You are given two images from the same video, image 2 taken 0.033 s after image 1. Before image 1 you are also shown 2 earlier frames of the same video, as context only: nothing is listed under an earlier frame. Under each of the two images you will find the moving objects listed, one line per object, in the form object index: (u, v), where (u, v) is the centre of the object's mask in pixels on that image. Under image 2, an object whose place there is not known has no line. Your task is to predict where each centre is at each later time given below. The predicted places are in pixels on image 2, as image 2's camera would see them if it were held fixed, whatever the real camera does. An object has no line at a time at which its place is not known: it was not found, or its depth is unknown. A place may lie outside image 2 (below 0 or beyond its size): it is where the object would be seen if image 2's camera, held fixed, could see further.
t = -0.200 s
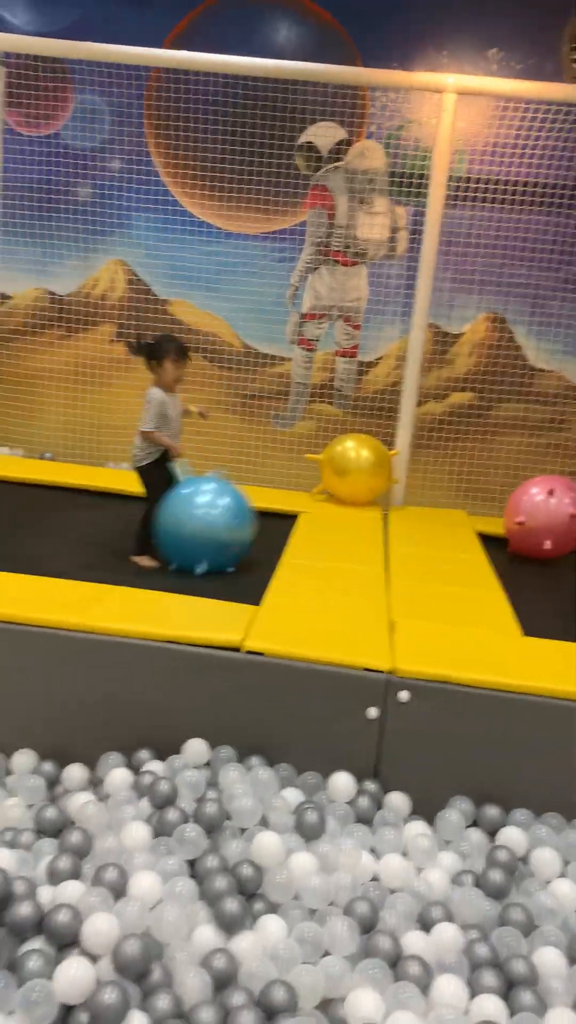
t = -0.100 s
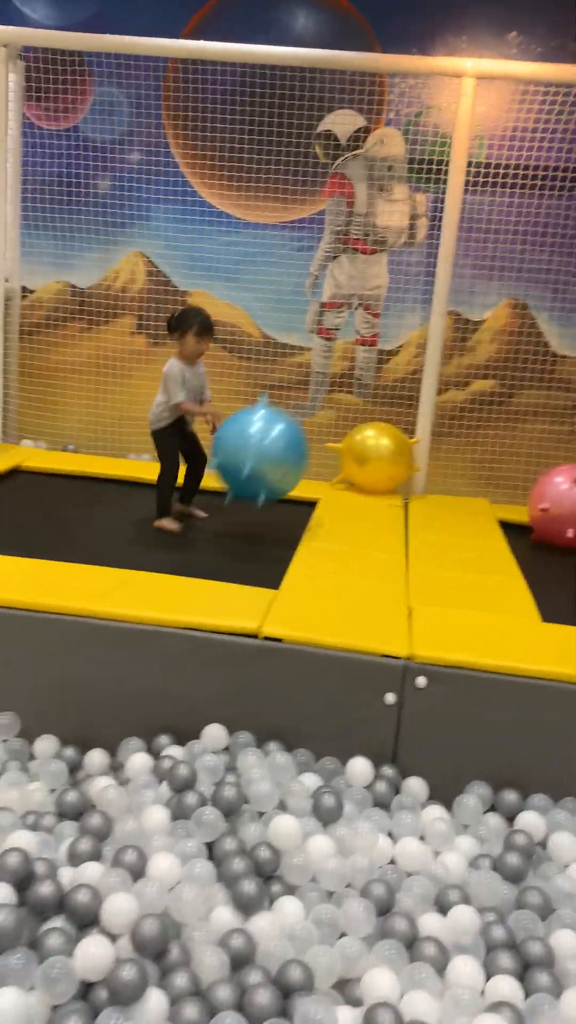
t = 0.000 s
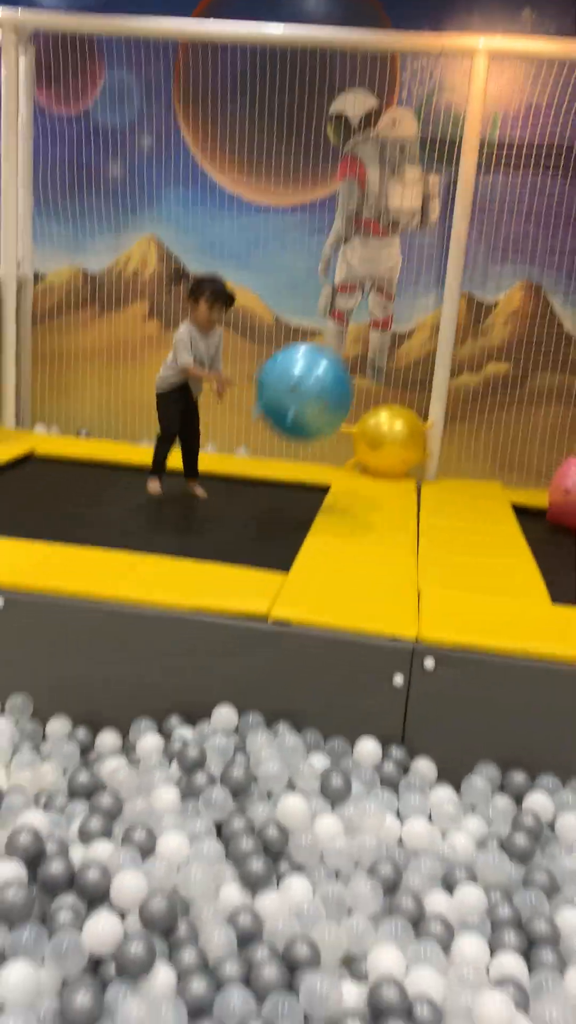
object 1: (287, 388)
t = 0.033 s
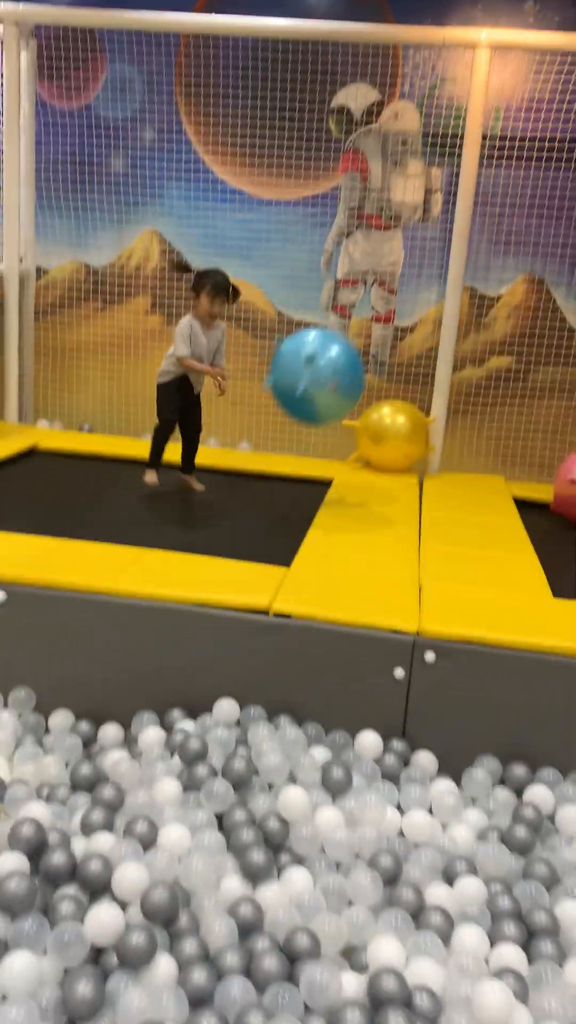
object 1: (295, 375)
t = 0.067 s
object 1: (311, 367)
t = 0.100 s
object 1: (321, 362)
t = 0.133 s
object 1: (334, 360)
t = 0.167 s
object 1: (348, 360)
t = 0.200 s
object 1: (352, 360)
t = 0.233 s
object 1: (363, 366)
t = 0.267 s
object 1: (368, 369)
